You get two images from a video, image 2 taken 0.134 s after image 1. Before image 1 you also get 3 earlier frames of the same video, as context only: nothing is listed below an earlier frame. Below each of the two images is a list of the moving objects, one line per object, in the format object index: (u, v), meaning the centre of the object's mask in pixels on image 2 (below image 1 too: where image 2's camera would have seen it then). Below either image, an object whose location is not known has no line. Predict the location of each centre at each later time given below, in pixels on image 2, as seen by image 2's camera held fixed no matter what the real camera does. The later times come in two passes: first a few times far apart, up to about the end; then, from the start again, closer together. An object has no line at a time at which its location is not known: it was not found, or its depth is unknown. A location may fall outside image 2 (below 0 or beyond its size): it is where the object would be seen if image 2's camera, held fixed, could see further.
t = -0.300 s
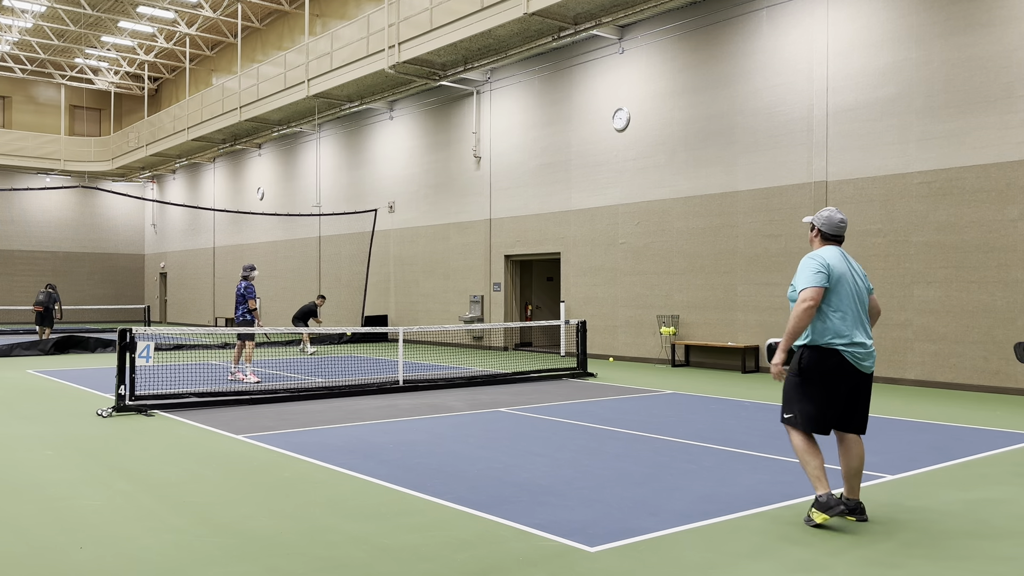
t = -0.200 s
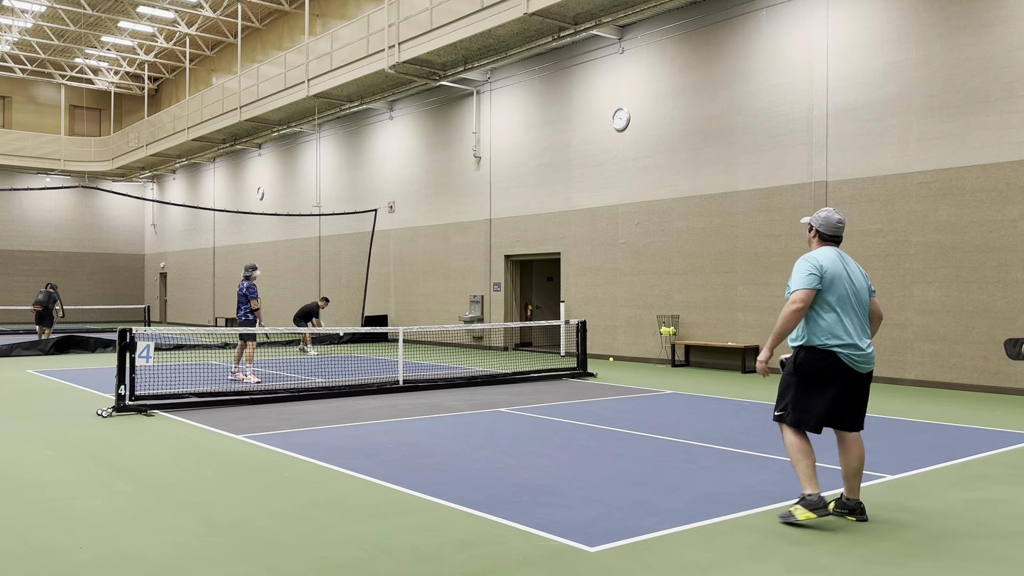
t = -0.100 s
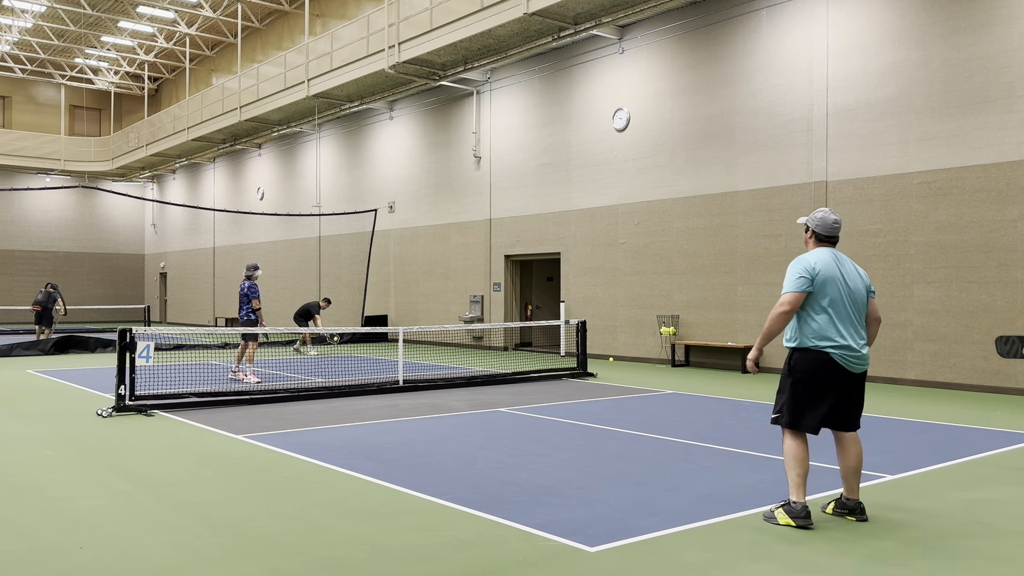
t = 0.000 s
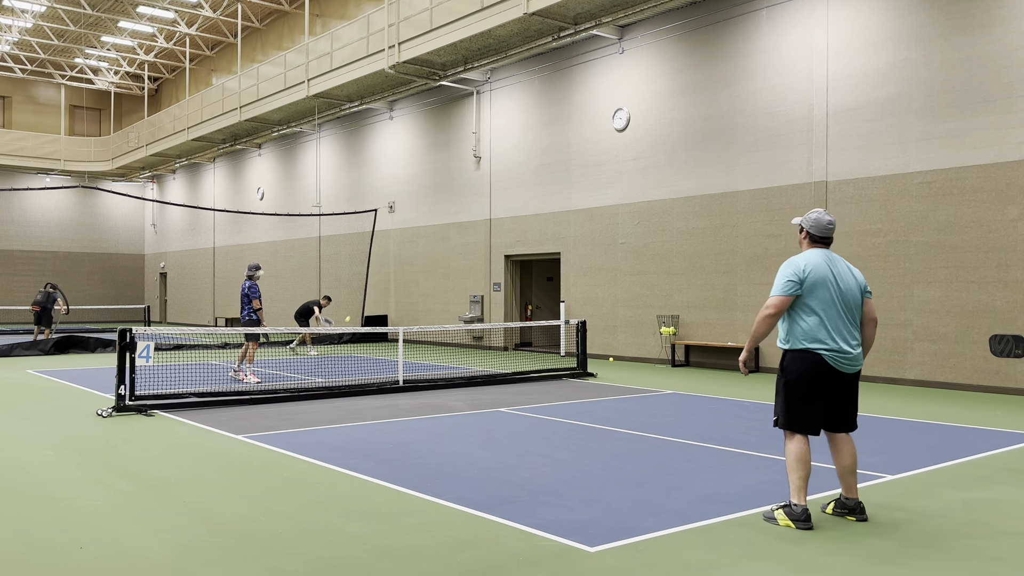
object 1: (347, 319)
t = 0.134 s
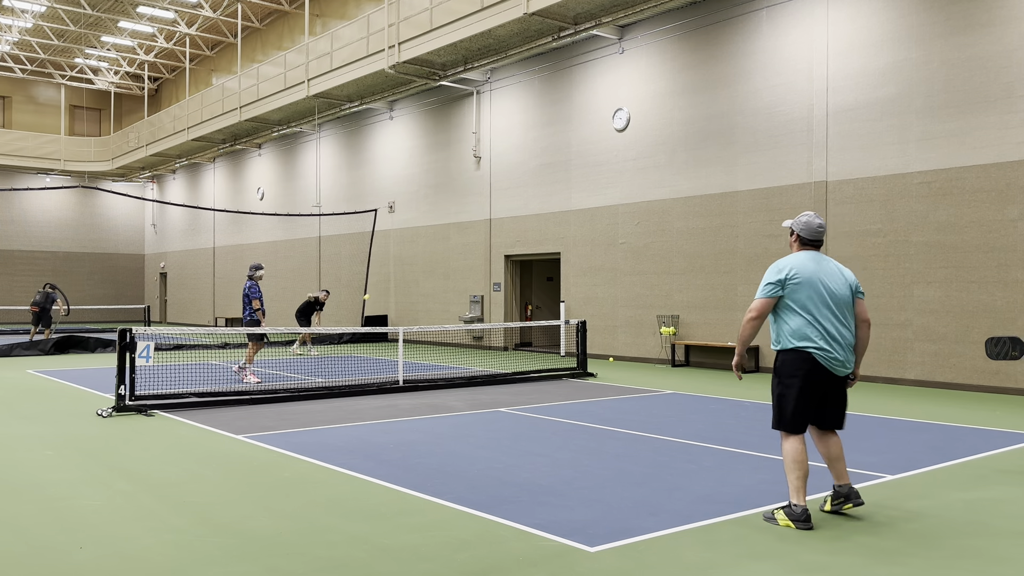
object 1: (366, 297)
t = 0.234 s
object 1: (382, 284)
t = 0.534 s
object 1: (442, 276)
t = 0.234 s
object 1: (382, 284)
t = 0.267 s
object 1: (387, 281)
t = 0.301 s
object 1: (393, 278)
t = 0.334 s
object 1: (399, 276)
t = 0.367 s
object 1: (406, 274)
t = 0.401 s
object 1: (413, 273)
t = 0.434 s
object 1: (419, 273)
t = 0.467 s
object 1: (427, 273)
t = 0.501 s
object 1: (434, 274)
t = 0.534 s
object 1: (442, 276)
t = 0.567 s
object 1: (451, 278)
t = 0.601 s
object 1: (459, 281)
